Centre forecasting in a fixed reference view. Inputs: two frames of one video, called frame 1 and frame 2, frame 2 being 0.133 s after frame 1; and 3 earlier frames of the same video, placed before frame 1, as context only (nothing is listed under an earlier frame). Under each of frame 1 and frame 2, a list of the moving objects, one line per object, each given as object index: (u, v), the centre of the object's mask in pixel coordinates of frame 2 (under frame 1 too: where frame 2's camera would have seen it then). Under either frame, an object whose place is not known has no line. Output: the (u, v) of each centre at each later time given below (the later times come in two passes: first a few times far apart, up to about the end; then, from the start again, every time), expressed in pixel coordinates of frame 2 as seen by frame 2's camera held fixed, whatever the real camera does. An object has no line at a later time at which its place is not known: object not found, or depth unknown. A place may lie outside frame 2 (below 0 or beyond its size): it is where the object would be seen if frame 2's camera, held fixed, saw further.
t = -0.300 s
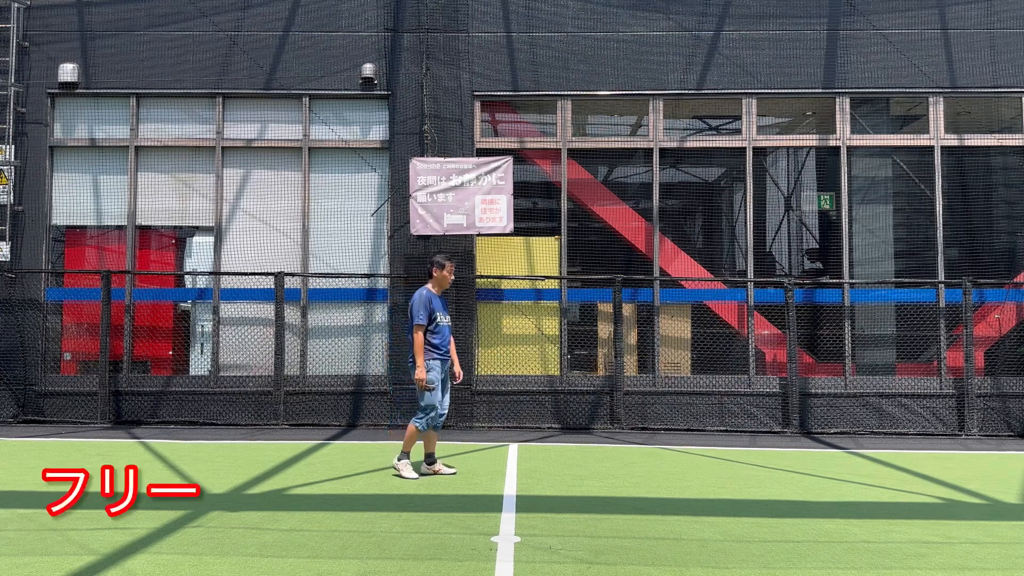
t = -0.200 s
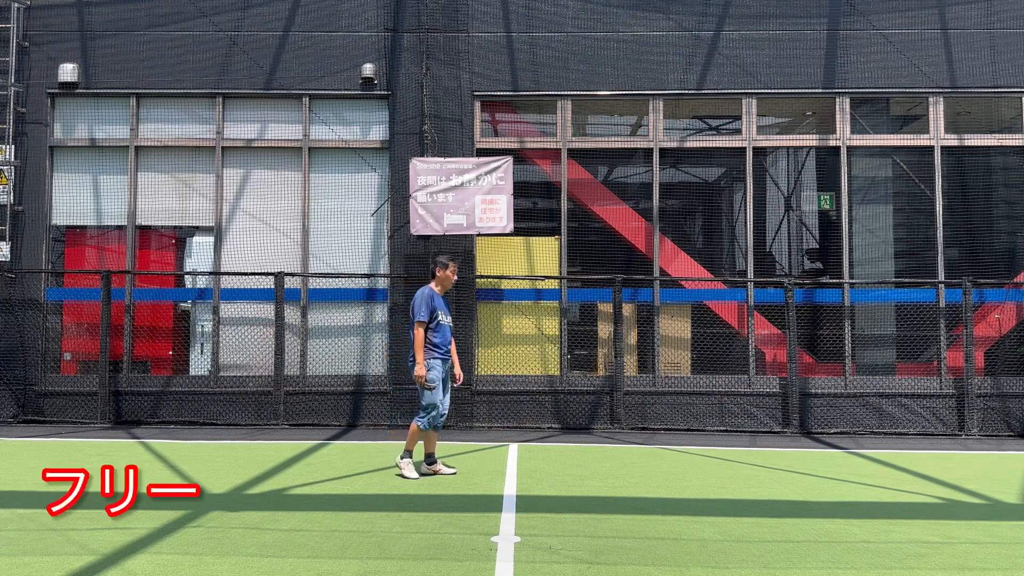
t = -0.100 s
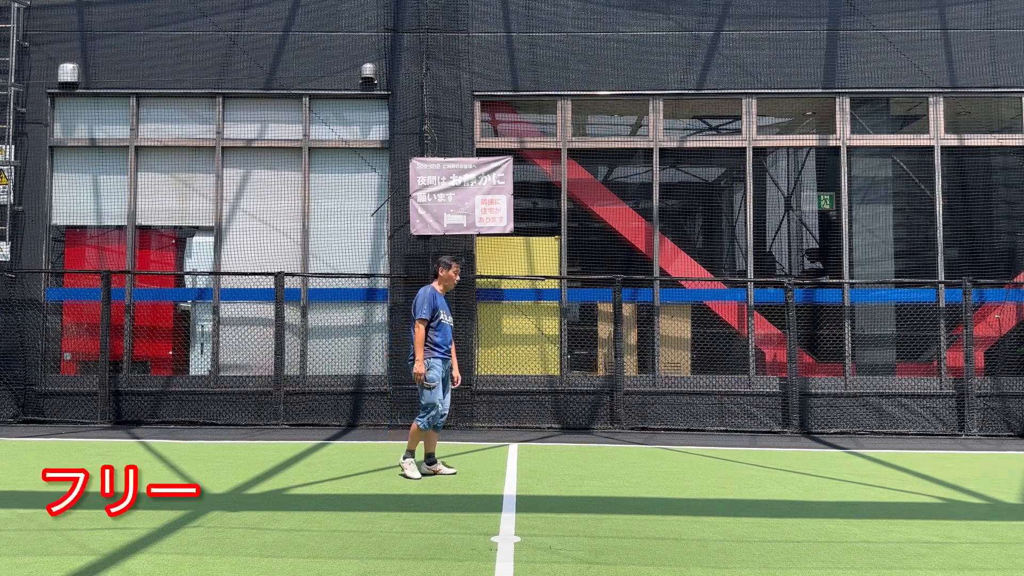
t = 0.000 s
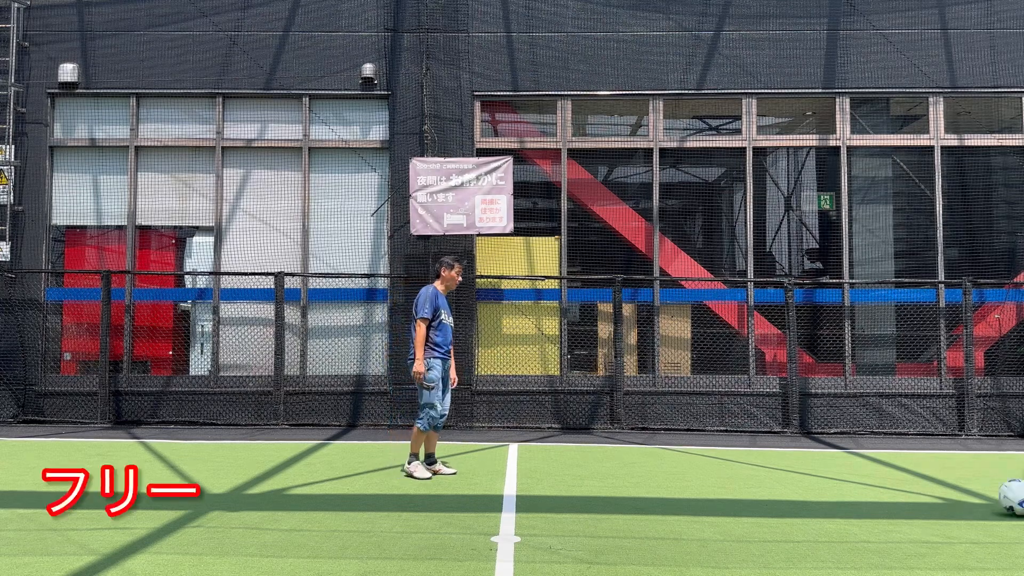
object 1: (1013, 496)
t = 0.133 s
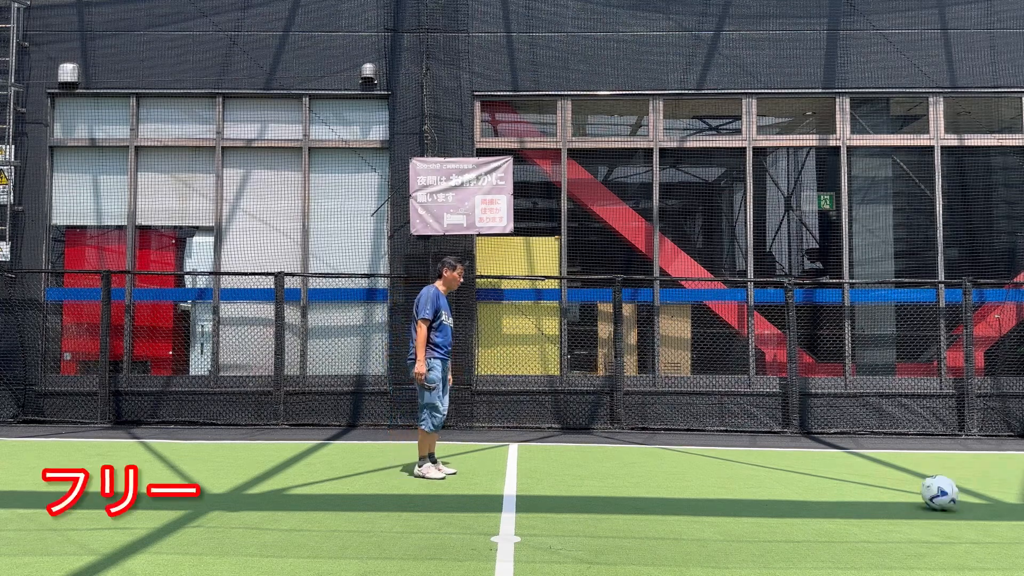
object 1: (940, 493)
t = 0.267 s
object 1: (875, 488)
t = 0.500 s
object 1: (780, 481)
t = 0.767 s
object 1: (681, 475)
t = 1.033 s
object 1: (593, 468)
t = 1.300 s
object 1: (515, 462)
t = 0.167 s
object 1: (922, 490)
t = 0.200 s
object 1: (905, 490)
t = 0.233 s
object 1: (890, 489)
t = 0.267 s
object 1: (875, 488)
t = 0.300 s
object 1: (861, 488)
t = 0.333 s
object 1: (848, 486)
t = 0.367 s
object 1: (834, 486)
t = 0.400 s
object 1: (820, 485)
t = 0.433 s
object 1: (806, 484)
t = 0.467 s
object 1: (793, 482)
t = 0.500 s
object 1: (780, 481)
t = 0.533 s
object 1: (767, 480)
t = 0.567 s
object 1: (754, 479)
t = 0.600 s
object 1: (742, 479)
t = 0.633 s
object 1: (729, 478)
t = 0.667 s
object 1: (717, 477)
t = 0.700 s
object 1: (705, 476)
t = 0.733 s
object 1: (693, 476)
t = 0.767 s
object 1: (681, 475)
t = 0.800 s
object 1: (670, 474)
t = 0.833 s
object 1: (658, 473)
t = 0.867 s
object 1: (647, 472)
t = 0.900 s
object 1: (636, 471)
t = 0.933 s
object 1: (625, 470)
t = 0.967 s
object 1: (614, 469)
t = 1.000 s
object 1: (603, 469)
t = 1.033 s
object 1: (593, 468)
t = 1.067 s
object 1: (583, 468)
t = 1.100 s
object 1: (573, 467)
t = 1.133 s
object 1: (563, 467)
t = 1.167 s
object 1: (553, 466)
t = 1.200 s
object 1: (543, 465)
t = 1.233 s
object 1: (533, 464)
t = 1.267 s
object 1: (524, 463)
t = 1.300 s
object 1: (515, 462)
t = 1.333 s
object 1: (506, 463)
